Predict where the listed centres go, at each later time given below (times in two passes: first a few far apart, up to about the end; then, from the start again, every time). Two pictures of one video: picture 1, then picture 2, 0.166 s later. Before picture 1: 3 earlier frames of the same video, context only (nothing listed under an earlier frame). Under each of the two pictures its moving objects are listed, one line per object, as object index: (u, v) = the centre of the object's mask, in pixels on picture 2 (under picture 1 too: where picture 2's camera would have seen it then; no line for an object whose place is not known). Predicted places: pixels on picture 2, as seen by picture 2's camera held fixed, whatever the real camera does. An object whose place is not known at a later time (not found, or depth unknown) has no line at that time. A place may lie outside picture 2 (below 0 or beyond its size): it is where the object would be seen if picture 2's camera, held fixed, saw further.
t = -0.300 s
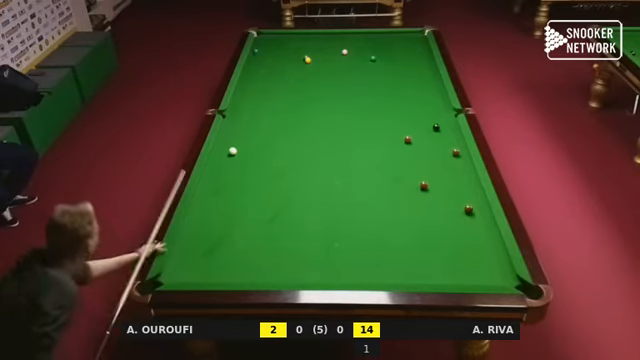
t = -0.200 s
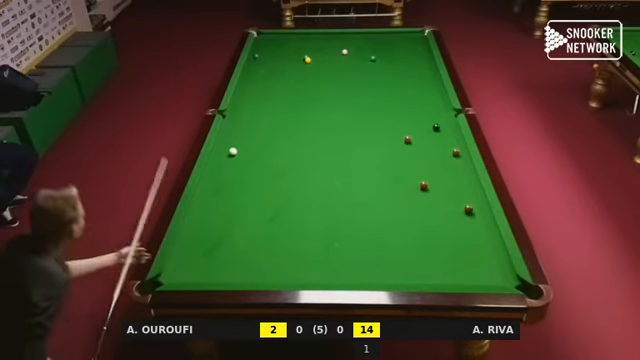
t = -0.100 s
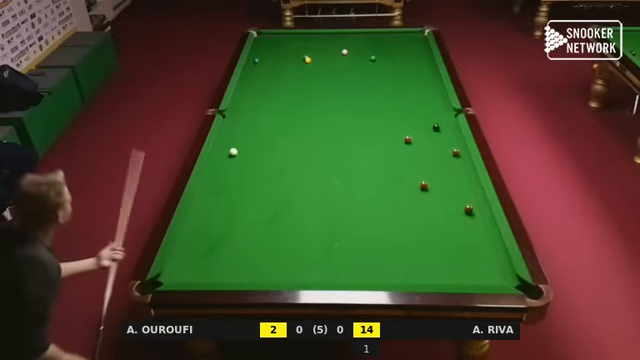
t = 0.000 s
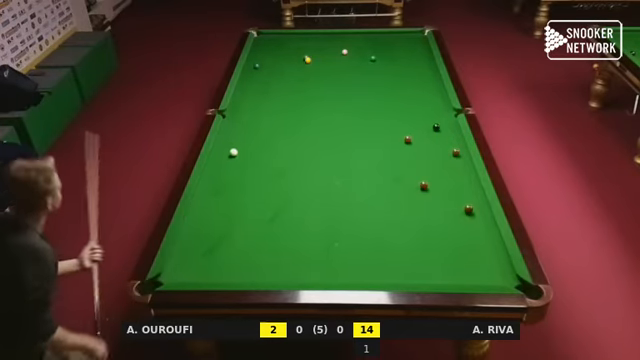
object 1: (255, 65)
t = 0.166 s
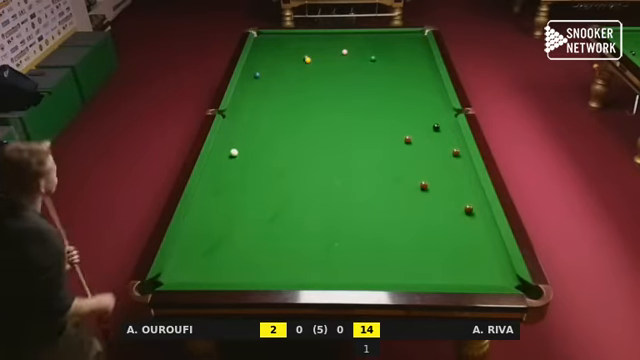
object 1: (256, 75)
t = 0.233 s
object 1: (256, 78)
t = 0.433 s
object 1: (257, 90)
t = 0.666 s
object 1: (258, 104)
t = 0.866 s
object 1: (259, 118)
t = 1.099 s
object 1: (261, 134)
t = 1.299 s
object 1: (262, 150)
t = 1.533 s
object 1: (263, 169)
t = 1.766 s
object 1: (265, 190)
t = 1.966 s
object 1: (267, 210)
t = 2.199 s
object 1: (270, 235)
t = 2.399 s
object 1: (272, 259)
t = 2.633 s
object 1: (276, 274)
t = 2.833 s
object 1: (283, 258)
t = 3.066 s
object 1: (291, 240)
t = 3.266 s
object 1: (297, 227)
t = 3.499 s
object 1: (303, 213)
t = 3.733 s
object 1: (309, 200)
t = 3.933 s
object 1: (314, 191)
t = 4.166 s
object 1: (318, 180)
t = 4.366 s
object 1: (322, 172)
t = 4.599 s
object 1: (326, 163)
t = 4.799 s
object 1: (329, 156)
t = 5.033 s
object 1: (332, 149)
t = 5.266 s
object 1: (336, 142)
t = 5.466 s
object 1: (338, 137)
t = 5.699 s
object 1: (341, 132)
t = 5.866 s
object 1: (342, 128)
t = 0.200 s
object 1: (256, 77)
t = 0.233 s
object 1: (256, 78)
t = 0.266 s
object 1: (256, 80)
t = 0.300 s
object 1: (257, 82)
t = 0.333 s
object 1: (256, 85)
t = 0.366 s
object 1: (257, 86)
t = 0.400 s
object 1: (257, 88)
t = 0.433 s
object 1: (257, 90)
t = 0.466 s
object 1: (257, 92)
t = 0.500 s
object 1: (257, 94)
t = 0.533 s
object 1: (257, 96)
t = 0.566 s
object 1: (258, 98)
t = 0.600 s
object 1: (258, 100)
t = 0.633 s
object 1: (258, 102)
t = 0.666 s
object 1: (258, 104)
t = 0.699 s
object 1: (258, 106)
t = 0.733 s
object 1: (258, 108)
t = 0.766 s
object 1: (259, 111)
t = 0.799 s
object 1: (259, 113)
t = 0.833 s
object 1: (259, 115)
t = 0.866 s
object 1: (259, 118)
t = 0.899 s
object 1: (260, 120)
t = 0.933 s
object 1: (260, 123)
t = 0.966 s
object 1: (260, 125)
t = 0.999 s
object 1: (260, 127)
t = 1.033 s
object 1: (260, 130)
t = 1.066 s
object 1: (260, 132)
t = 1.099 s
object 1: (261, 134)
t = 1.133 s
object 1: (261, 137)
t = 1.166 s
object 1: (261, 140)
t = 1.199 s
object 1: (261, 142)
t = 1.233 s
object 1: (261, 145)
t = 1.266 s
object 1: (261, 147)
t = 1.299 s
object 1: (262, 150)
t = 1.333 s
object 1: (262, 153)
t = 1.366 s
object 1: (262, 155)
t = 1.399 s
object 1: (262, 158)
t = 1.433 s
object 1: (263, 161)
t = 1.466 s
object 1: (263, 164)
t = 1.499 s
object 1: (263, 166)
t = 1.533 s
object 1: (263, 169)
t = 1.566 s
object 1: (264, 172)
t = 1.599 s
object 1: (264, 175)
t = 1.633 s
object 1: (264, 178)
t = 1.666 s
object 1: (264, 181)
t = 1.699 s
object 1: (265, 184)
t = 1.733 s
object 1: (265, 187)
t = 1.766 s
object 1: (265, 190)
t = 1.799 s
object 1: (266, 193)
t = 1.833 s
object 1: (266, 197)
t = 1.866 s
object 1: (266, 200)
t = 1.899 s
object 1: (267, 203)
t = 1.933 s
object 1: (267, 207)
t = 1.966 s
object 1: (267, 210)
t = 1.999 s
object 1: (268, 214)
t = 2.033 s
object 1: (268, 217)
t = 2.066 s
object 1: (268, 221)
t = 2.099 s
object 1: (268, 224)
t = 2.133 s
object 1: (269, 228)
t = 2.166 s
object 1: (269, 231)
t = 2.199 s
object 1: (270, 235)
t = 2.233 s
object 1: (270, 239)
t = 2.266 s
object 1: (270, 243)
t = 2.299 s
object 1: (270, 247)
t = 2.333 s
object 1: (271, 250)
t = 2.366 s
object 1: (271, 255)
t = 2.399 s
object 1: (272, 259)
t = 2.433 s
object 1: (272, 264)
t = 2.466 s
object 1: (273, 268)
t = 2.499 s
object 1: (273, 272)
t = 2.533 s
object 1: (274, 275)
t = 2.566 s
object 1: (274, 277)
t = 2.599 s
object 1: (276, 276)
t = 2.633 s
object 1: (276, 274)
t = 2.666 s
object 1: (277, 272)
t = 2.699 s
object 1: (279, 268)
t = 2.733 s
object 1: (280, 266)
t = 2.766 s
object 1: (281, 264)
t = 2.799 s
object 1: (282, 261)
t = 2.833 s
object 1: (283, 258)
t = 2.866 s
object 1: (285, 255)
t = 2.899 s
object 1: (286, 253)
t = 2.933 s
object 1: (287, 250)
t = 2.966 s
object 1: (288, 248)
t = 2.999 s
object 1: (289, 245)
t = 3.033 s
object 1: (290, 243)
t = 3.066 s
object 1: (291, 240)
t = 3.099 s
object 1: (292, 238)
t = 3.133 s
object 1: (293, 236)
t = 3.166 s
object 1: (294, 234)
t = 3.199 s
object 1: (295, 232)
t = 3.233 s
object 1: (296, 229)
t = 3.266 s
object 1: (297, 227)
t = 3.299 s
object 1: (298, 225)
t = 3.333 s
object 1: (299, 223)
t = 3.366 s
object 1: (300, 221)
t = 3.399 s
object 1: (301, 219)
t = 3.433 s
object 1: (302, 217)
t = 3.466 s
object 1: (302, 215)
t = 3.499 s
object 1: (303, 213)
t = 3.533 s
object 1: (304, 211)
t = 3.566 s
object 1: (305, 209)
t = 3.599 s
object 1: (306, 207)
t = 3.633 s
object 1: (307, 205)
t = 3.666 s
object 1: (307, 204)
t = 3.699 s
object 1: (308, 202)
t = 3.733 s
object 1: (309, 200)
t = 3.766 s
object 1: (310, 199)
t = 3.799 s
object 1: (310, 197)
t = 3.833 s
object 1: (311, 195)
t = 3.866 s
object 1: (312, 194)
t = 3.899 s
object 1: (313, 192)
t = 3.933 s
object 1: (314, 191)
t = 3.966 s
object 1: (314, 189)
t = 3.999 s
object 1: (315, 188)
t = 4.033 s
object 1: (315, 186)
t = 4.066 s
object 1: (316, 185)
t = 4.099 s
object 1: (317, 183)
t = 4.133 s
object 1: (317, 182)
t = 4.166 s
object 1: (318, 180)
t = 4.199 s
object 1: (319, 179)
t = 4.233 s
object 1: (319, 177)
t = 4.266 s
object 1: (320, 176)
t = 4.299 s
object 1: (321, 175)
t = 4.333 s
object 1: (321, 173)
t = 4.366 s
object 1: (322, 172)
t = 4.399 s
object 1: (323, 171)
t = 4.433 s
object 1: (323, 169)
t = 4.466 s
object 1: (324, 168)
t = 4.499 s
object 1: (324, 167)
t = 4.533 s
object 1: (325, 166)
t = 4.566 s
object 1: (325, 165)
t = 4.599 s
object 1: (326, 163)
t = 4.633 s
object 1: (326, 162)
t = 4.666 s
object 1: (327, 161)
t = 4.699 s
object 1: (327, 160)
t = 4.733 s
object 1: (328, 159)
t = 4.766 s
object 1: (328, 158)
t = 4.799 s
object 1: (329, 156)
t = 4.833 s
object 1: (329, 155)
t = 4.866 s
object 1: (330, 154)
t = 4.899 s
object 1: (331, 153)
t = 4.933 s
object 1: (331, 152)
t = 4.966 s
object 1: (332, 151)
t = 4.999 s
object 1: (332, 150)
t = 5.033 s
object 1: (332, 149)
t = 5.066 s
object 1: (333, 148)
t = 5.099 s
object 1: (333, 147)
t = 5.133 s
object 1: (334, 146)
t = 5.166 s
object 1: (334, 145)
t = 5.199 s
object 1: (334, 144)
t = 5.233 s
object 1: (335, 143)
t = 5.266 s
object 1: (336, 142)
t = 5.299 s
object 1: (336, 142)
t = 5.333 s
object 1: (336, 141)
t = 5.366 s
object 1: (337, 140)
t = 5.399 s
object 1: (337, 139)
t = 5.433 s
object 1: (337, 138)
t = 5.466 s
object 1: (338, 137)
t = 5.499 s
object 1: (338, 136)
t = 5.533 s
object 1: (339, 136)
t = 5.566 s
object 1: (339, 135)
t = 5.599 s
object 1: (340, 134)
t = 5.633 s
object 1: (340, 133)
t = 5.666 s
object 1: (340, 132)
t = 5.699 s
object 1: (341, 132)
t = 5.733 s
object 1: (341, 131)
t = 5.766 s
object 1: (341, 130)
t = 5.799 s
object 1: (342, 129)
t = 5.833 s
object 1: (342, 128)
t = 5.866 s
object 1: (342, 128)
